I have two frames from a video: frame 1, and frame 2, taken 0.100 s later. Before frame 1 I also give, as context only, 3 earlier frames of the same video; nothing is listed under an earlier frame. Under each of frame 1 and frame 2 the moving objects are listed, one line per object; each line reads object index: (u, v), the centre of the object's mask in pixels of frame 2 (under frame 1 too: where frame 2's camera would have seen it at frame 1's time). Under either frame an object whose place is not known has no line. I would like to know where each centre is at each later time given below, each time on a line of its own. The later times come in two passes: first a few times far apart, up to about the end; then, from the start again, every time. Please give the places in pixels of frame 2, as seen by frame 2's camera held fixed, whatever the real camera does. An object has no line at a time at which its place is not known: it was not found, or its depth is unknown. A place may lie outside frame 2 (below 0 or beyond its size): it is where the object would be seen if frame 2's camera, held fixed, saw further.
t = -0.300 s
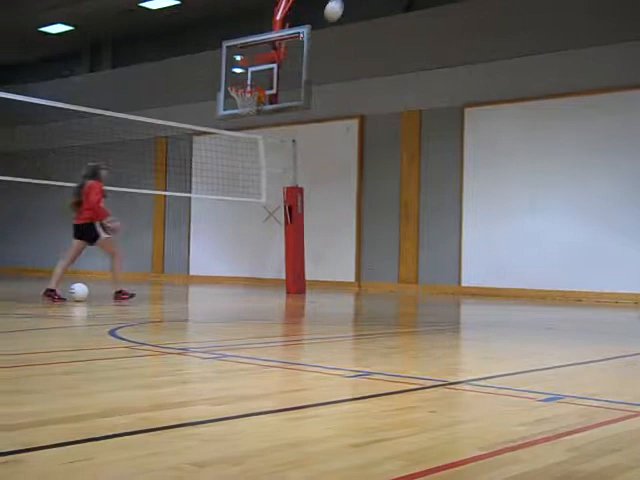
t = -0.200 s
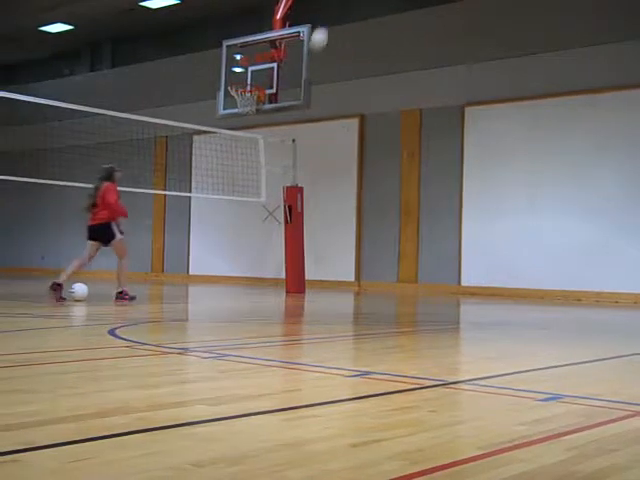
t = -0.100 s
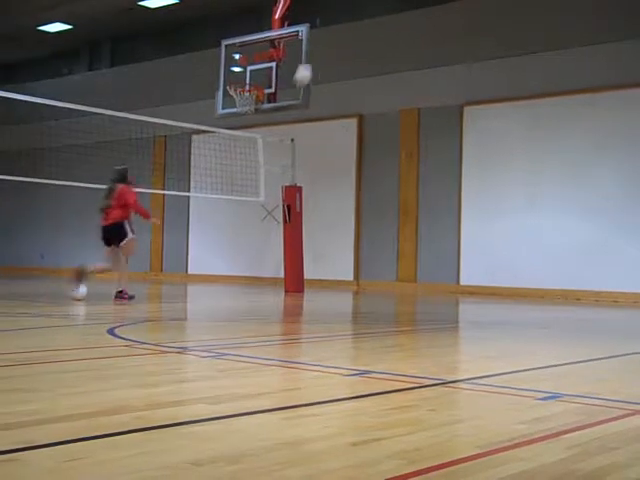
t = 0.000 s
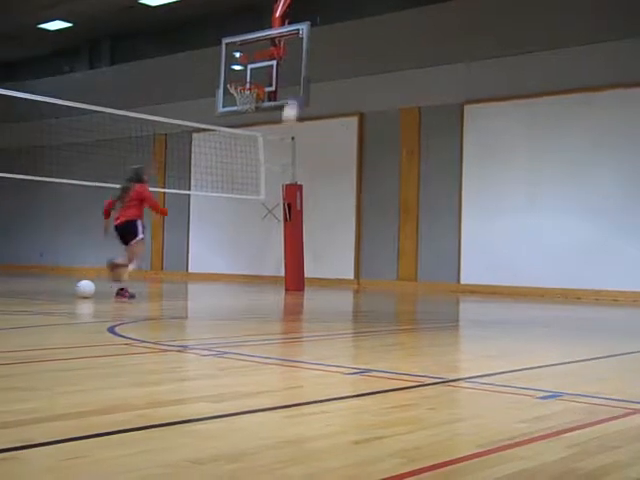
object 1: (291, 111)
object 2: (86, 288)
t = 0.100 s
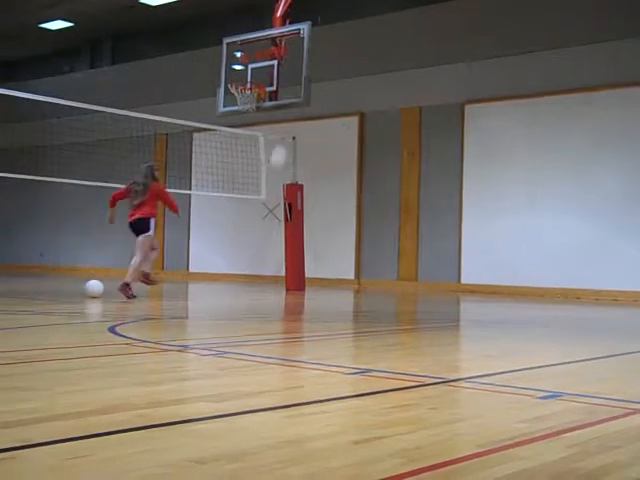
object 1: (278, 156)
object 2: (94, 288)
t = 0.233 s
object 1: (262, 222)
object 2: (104, 288)
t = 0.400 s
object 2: (116, 288)
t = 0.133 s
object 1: (274, 171)
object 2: (96, 288)
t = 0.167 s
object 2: (99, 288)
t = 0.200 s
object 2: (101, 288)
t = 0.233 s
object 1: (262, 222)
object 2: (104, 288)
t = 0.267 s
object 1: (258, 239)
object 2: (107, 288)
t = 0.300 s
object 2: (109, 288)
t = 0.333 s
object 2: (112, 288)
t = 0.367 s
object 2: (114, 288)
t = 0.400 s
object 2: (116, 288)
